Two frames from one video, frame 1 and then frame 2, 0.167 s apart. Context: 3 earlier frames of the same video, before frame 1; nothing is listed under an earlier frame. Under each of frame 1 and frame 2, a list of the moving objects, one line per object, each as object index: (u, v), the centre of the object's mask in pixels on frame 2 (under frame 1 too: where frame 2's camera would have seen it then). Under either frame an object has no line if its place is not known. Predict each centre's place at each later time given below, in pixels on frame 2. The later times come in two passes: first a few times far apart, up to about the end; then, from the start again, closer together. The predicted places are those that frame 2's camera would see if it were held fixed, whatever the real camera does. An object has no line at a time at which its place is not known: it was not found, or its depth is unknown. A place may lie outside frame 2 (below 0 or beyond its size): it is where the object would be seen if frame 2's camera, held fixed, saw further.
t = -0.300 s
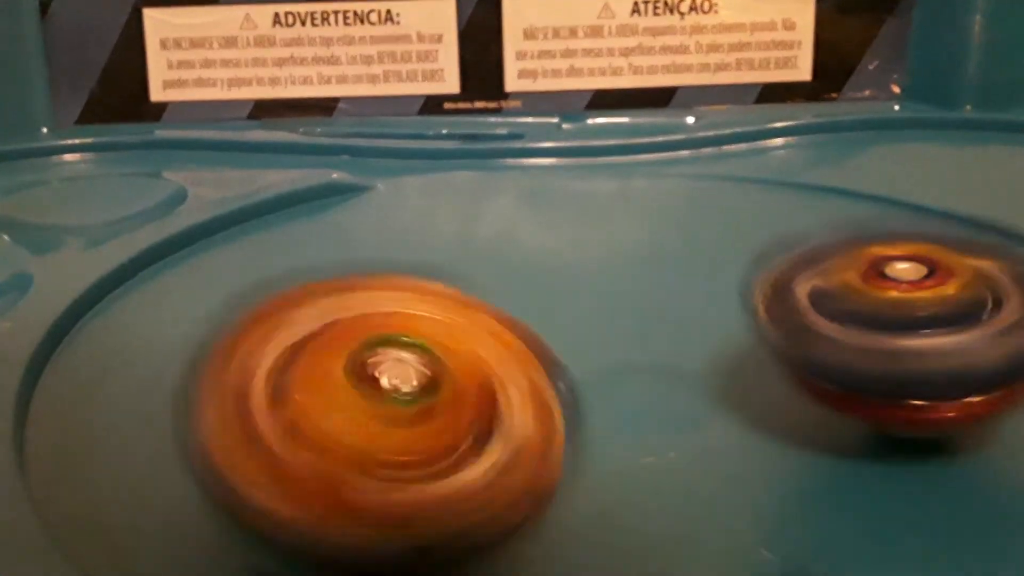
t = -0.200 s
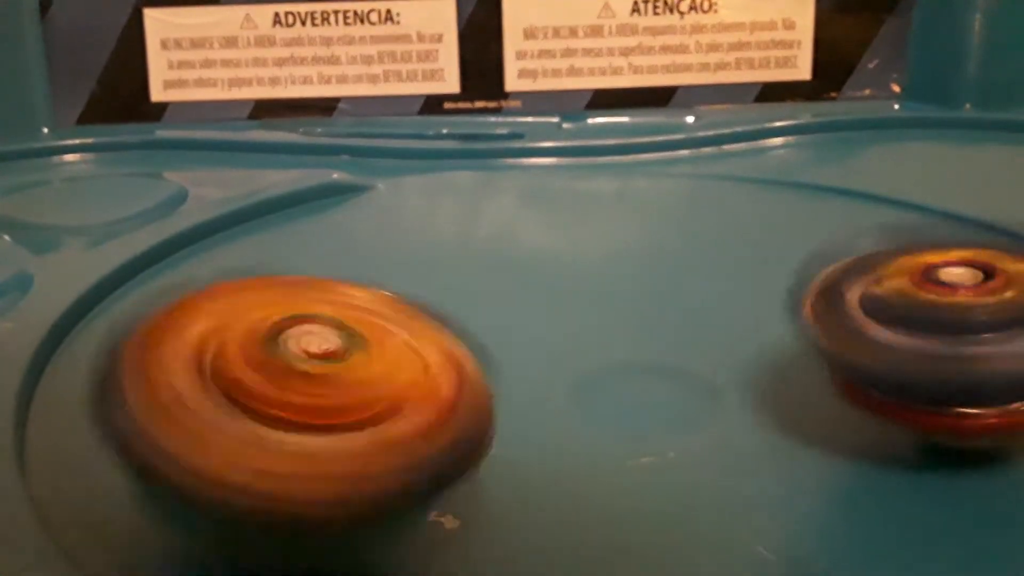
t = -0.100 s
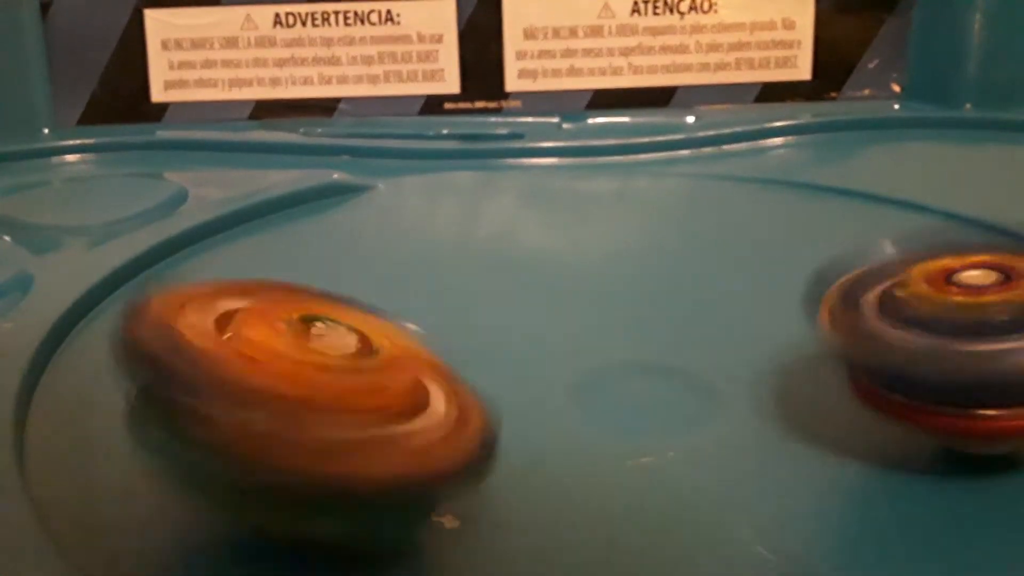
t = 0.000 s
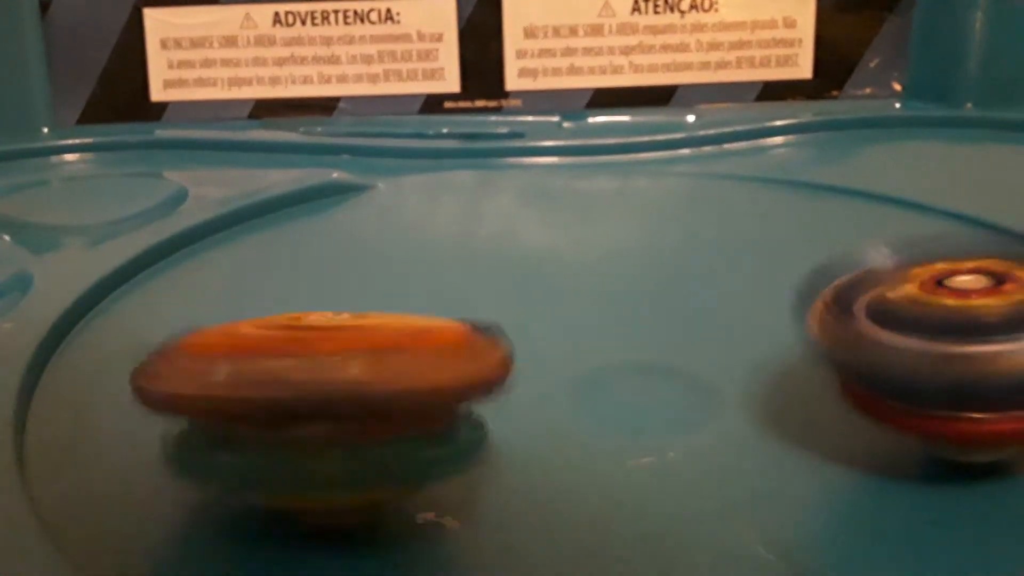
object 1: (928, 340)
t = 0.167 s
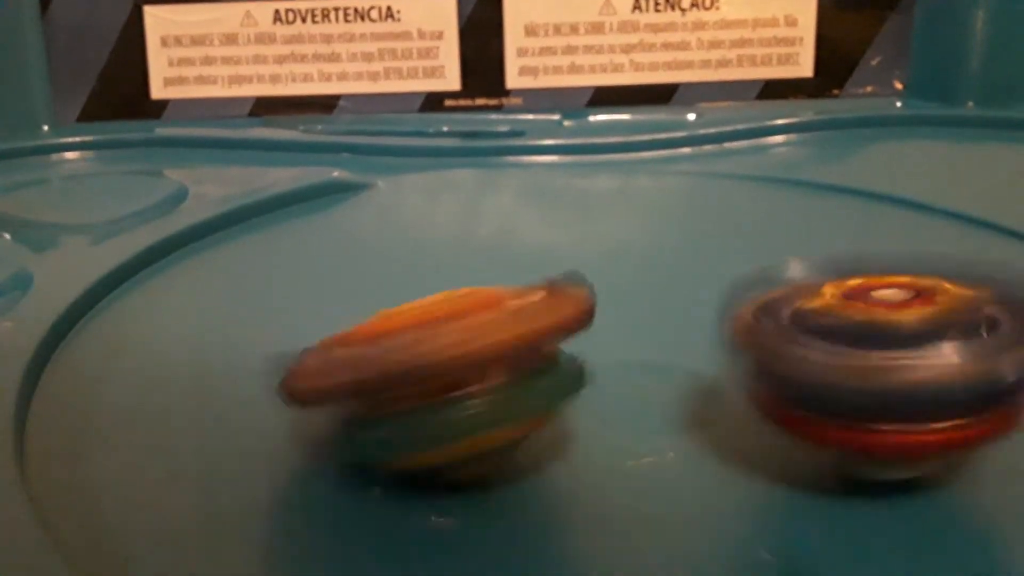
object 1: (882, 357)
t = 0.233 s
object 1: (843, 362)
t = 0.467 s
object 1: (866, 390)
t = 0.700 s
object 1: (831, 390)
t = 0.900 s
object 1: (726, 369)
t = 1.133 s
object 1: (512, 352)
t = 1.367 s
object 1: (417, 311)
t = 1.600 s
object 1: (471, 287)
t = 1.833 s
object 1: (559, 268)
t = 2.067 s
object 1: (646, 259)
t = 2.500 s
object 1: (806, 240)
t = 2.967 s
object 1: (876, 304)
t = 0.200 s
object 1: (866, 359)
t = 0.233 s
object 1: (843, 362)
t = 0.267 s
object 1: (831, 363)
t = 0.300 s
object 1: (845, 368)
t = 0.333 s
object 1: (854, 373)
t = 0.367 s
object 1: (858, 379)
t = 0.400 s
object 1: (863, 384)
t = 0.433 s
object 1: (865, 387)
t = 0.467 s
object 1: (866, 390)
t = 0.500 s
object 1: (867, 391)
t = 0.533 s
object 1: (865, 391)
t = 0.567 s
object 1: (866, 394)
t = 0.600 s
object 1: (863, 395)
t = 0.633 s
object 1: (854, 394)
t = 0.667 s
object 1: (843, 391)
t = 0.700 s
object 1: (831, 390)
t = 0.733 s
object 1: (815, 388)
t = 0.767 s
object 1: (796, 386)
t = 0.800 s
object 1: (780, 382)
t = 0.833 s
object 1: (763, 378)
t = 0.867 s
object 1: (742, 371)
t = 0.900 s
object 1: (726, 369)
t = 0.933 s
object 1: (704, 366)
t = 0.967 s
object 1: (664, 367)
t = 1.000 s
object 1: (622, 365)
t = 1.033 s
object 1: (587, 362)
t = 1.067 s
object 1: (553, 365)
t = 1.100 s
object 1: (535, 359)
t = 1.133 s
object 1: (512, 352)
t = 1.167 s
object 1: (489, 347)
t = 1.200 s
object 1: (470, 340)
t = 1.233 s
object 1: (453, 332)
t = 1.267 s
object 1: (439, 325)
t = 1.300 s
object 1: (428, 321)
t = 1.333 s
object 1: (421, 315)
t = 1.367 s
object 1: (417, 311)
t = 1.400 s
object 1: (416, 307)
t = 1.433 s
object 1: (419, 303)
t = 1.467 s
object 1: (424, 299)
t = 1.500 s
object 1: (433, 296)
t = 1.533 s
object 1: (442, 293)
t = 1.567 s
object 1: (455, 291)
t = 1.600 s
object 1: (471, 287)
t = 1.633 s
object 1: (489, 287)
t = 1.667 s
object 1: (507, 286)
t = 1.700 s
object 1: (528, 285)
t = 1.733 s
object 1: (547, 281)
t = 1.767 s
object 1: (545, 274)
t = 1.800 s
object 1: (551, 271)
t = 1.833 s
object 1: (559, 268)
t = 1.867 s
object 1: (570, 266)
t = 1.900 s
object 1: (581, 263)
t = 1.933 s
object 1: (591, 263)
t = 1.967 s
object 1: (605, 262)
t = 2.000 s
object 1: (617, 261)
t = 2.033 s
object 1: (630, 259)
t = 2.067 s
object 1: (646, 259)
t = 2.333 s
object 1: (748, 252)
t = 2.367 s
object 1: (758, 249)
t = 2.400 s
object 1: (777, 242)
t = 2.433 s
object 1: (783, 238)
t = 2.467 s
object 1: (796, 240)
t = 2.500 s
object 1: (806, 240)
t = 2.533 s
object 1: (813, 246)
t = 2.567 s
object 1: (825, 257)
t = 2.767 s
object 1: (832, 275)
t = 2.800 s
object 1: (837, 276)
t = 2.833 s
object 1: (855, 276)
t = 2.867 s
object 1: (864, 285)
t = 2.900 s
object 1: (869, 288)
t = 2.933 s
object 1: (873, 299)
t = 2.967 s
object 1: (876, 304)
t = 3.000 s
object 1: (875, 311)
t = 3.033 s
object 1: (872, 318)
